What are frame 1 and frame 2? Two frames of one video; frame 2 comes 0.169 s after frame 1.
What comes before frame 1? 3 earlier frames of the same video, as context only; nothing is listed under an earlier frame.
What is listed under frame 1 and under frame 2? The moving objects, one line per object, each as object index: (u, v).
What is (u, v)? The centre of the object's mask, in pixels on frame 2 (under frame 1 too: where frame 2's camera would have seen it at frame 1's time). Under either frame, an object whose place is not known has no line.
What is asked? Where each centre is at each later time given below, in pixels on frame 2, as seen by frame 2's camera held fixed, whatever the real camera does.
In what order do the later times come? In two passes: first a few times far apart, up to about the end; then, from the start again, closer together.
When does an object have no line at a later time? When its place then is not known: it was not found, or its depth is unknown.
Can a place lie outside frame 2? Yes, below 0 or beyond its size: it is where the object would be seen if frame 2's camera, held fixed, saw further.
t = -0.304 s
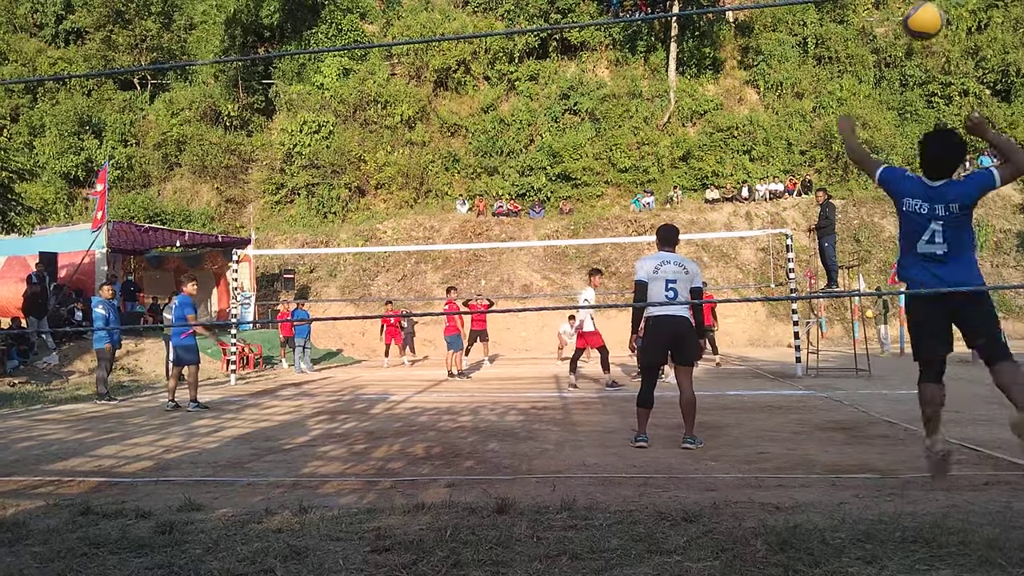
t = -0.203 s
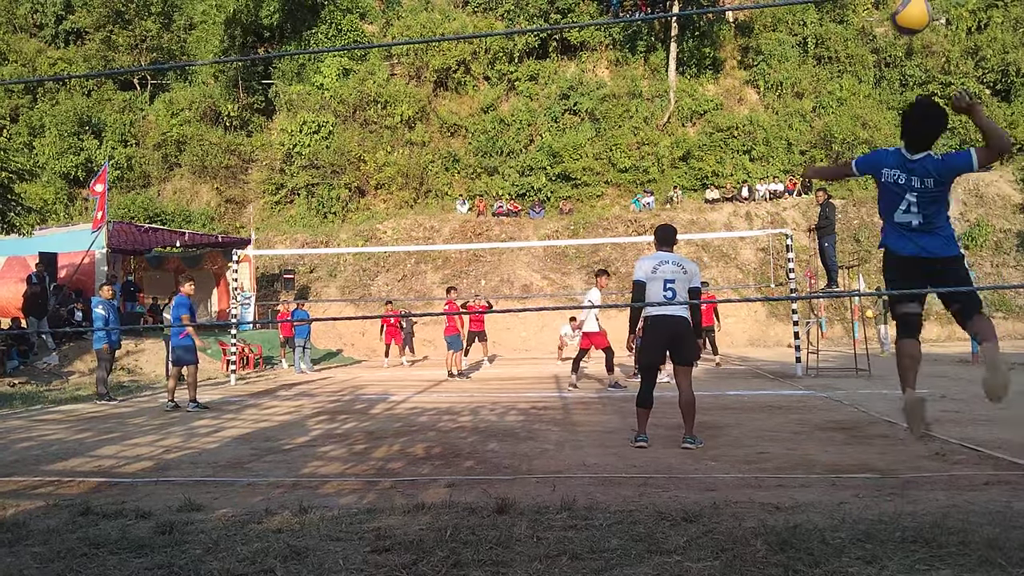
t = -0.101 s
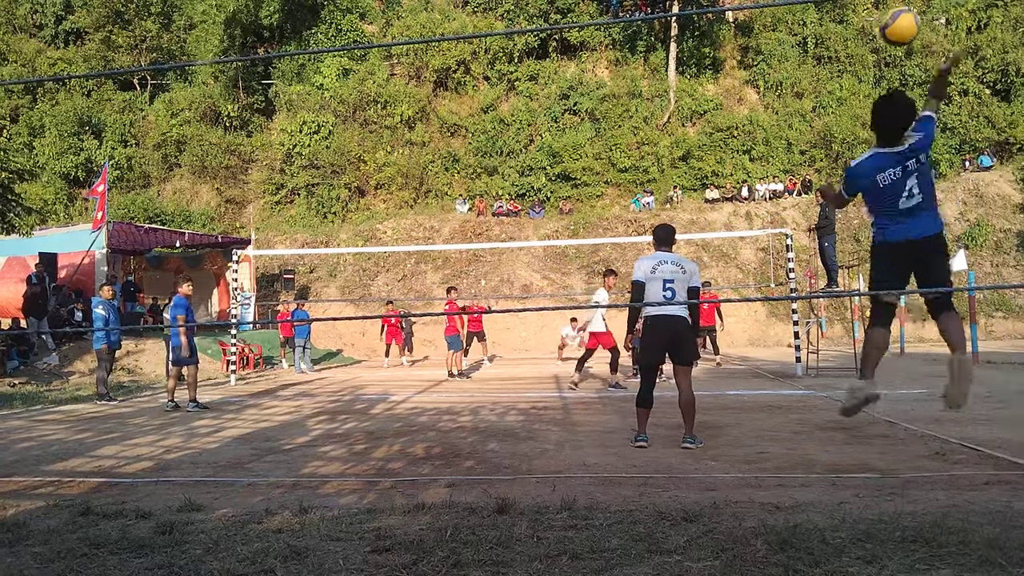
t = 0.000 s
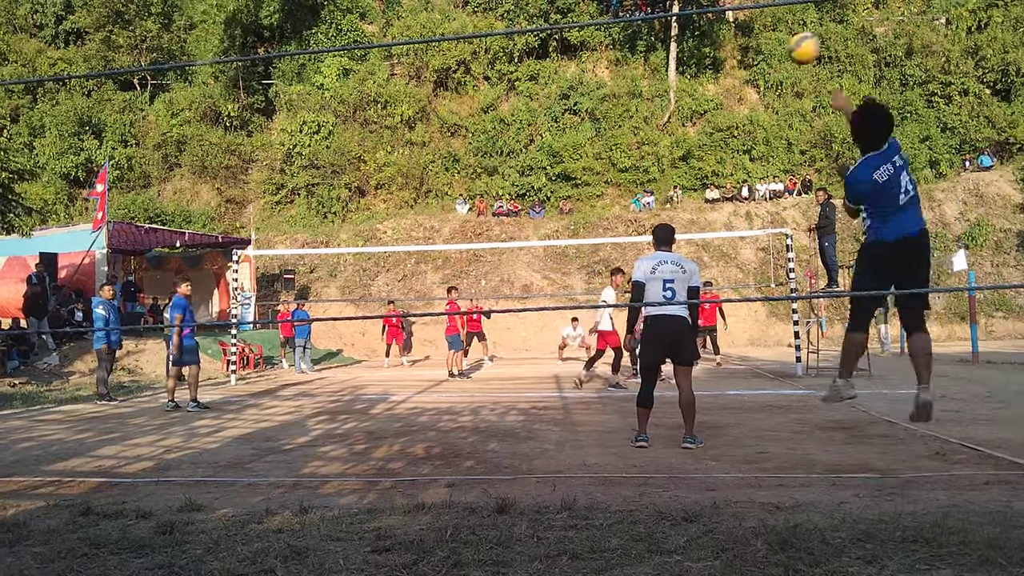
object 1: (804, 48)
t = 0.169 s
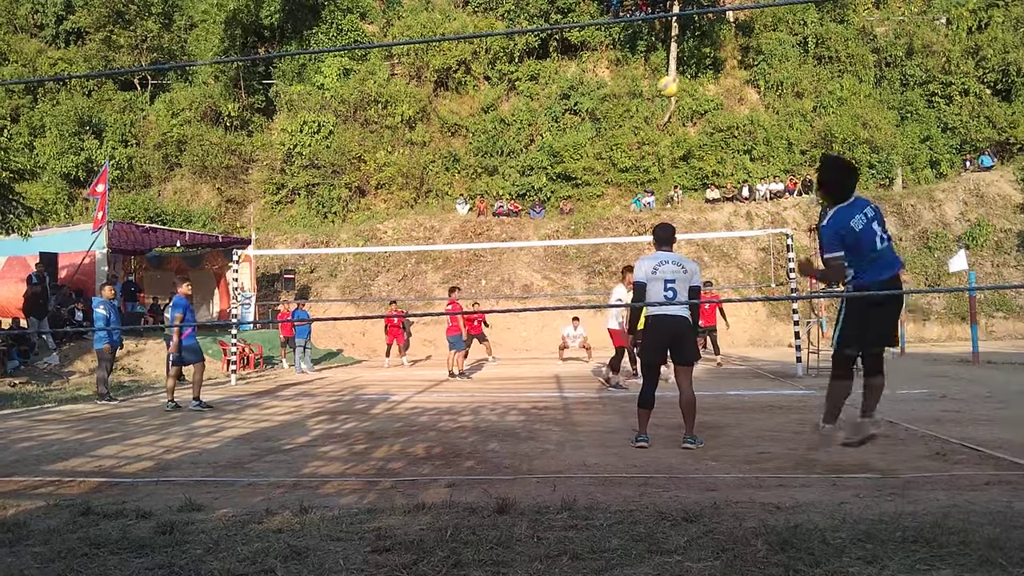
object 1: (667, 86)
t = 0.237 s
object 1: (635, 102)
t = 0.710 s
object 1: (532, 213)
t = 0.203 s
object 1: (650, 94)
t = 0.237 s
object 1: (635, 102)
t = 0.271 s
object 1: (622, 111)
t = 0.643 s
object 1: (541, 197)
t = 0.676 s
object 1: (536, 205)
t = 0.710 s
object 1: (532, 213)
